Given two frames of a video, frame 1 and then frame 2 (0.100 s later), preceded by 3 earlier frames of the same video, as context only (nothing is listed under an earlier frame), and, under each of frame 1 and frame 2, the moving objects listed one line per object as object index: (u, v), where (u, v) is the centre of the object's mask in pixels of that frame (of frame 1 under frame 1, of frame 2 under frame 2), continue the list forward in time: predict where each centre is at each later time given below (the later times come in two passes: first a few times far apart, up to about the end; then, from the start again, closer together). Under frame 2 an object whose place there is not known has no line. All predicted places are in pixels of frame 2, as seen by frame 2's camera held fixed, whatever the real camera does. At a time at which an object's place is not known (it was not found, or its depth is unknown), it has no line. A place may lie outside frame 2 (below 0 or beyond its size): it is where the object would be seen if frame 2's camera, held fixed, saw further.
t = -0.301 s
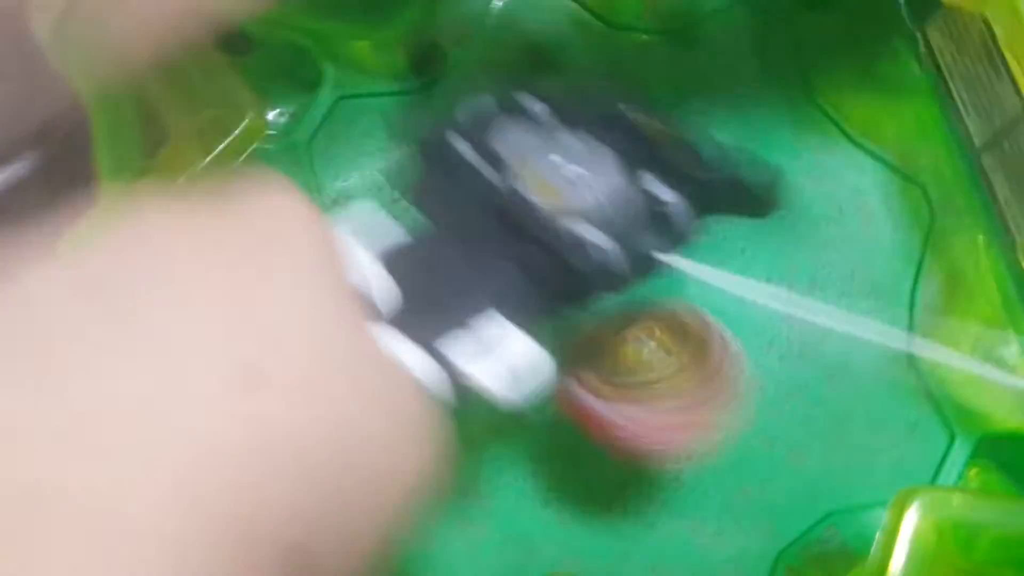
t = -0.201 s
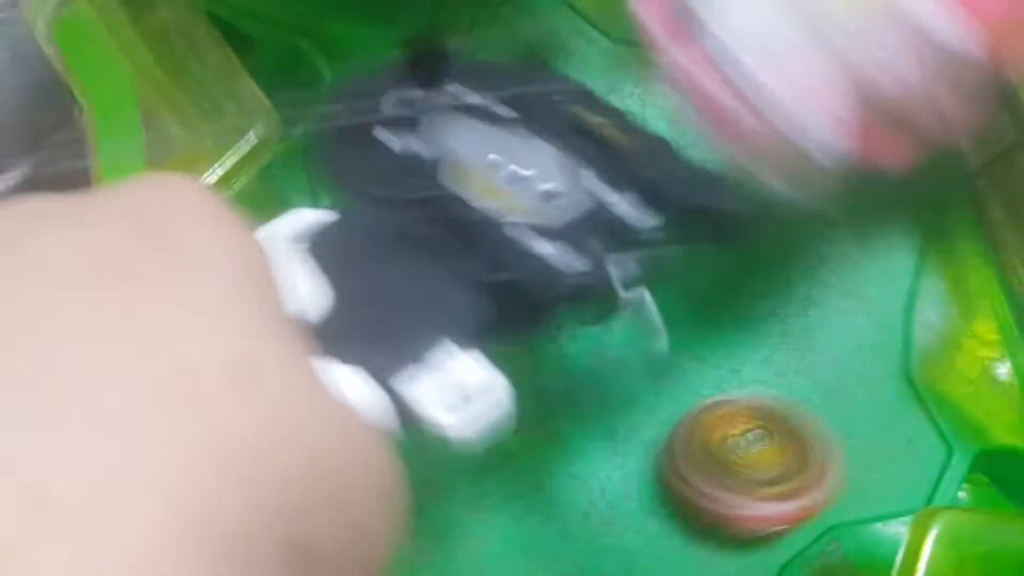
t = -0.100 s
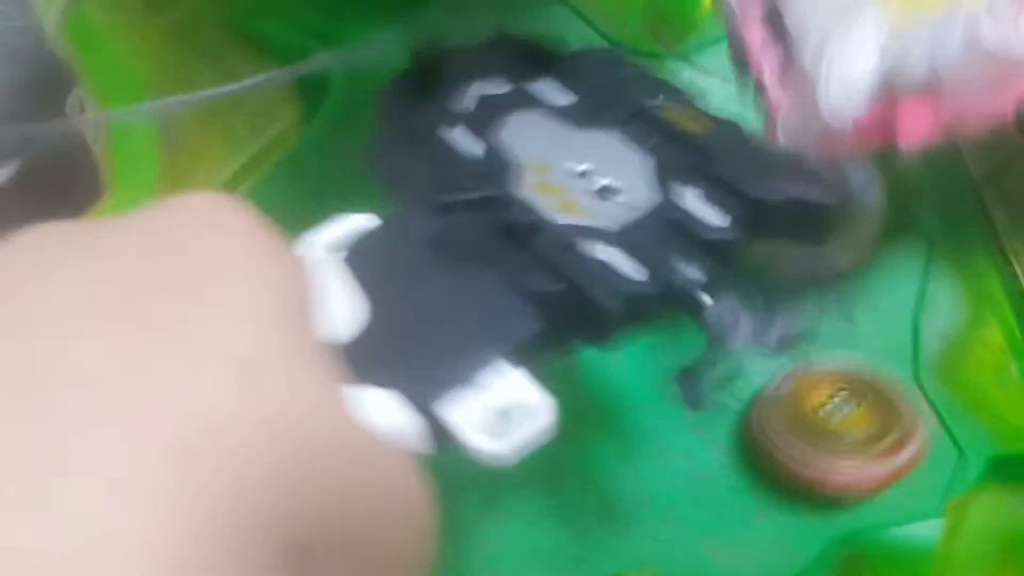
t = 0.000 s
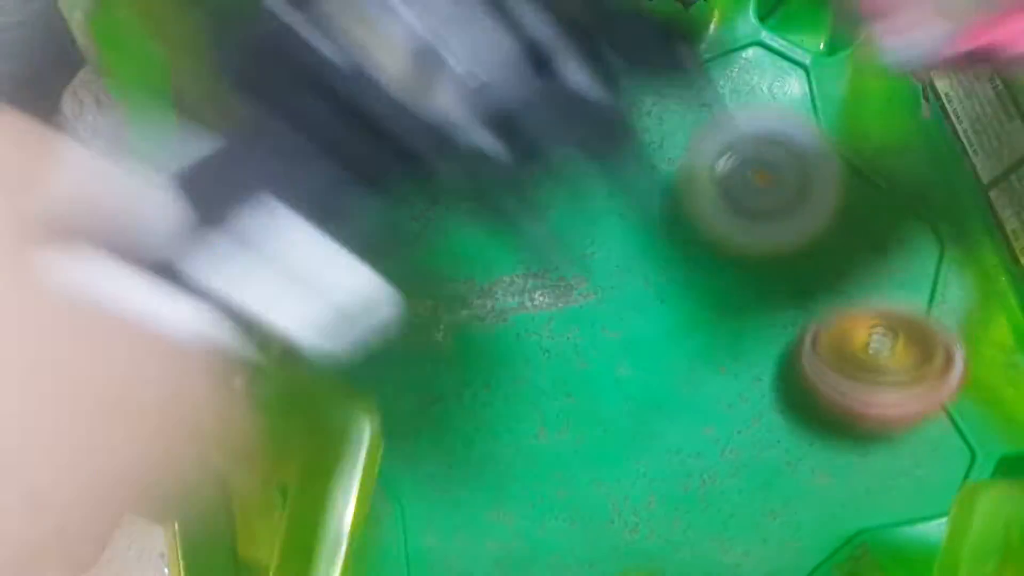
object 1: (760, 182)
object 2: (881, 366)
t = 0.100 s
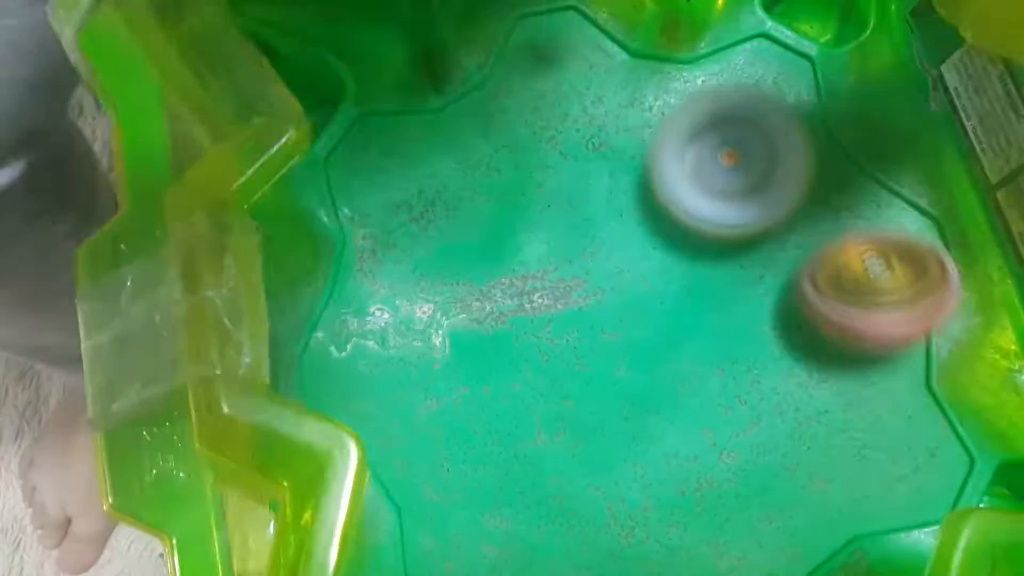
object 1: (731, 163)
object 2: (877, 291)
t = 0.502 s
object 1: (500, 376)
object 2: (884, 229)
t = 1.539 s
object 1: (703, 142)
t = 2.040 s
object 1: (543, 398)
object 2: (770, 268)
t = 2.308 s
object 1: (752, 475)
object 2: (793, 195)
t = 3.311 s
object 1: (666, 465)
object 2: (521, 235)
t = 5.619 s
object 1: (634, 236)
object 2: (757, 372)
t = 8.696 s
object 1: (771, 202)
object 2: (440, 348)
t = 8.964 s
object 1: (675, 227)
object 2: (666, 410)
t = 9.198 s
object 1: (617, 301)
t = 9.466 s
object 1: (598, 260)
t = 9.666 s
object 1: (566, 245)
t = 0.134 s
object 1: (717, 163)
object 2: (868, 272)
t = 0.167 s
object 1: (703, 168)
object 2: (853, 258)
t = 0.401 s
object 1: (613, 273)
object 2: (778, 234)
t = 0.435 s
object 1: (574, 305)
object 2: (807, 233)
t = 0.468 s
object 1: (532, 341)
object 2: (850, 229)
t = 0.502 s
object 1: (500, 376)
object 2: (884, 229)
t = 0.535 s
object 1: (474, 415)
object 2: (914, 231)
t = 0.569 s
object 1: (461, 448)
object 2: (929, 231)
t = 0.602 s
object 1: (458, 483)
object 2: (912, 233)
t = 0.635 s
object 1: (464, 504)
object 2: (889, 236)
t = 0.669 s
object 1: (479, 519)
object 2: (861, 240)
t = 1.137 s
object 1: (755, 283)
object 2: (441, 301)
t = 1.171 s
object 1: (730, 261)
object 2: (453, 288)
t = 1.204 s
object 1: (701, 242)
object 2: (472, 275)
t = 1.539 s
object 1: (703, 142)
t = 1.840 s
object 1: (544, 208)
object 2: (678, 355)
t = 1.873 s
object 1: (527, 230)
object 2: (695, 348)
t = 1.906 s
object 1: (512, 258)
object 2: (711, 337)
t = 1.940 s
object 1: (505, 292)
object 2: (728, 322)
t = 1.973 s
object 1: (510, 327)
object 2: (742, 306)
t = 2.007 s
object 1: (523, 363)
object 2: (756, 287)
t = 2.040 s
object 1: (543, 398)
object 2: (770, 268)
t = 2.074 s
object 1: (567, 428)
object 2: (781, 249)
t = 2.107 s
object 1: (594, 453)
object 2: (792, 230)
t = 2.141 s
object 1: (624, 475)
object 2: (800, 214)
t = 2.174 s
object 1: (654, 490)
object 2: (805, 201)
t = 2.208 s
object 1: (681, 496)
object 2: (806, 192)
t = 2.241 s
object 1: (706, 497)
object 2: (805, 189)
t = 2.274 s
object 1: (730, 492)
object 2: (801, 190)
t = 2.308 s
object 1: (752, 475)
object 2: (793, 195)
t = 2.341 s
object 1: (772, 454)
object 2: (784, 203)
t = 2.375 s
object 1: (788, 429)
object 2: (772, 210)
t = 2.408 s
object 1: (800, 402)
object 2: (757, 219)
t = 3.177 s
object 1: (644, 355)
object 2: (551, 219)
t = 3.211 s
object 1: (648, 380)
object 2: (547, 225)
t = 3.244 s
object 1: (653, 409)
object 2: (538, 227)
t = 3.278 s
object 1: (659, 437)
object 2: (529, 230)
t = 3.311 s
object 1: (666, 465)
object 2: (521, 235)
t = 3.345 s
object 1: (672, 491)
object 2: (515, 245)
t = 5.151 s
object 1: (510, 255)
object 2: (730, 426)
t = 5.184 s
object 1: (511, 268)
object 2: (751, 423)
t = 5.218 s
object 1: (516, 277)
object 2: (769, 419)
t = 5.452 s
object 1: (603, 264)
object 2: (801, 402)
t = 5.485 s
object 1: (612, 258)
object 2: (794, 397)
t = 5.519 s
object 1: (618, 253)
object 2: (784, 392)
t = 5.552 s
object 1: (625, 247)
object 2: (774, 386)
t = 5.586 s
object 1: (632, 241)
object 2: (766, 380)
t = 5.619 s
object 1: (634, 236)
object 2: (757, 372)
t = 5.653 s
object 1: (637, 231)
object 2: (748, 365)
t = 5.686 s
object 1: (637, 225)
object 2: (741, 357)
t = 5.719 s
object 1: (636, 219)
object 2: (739, 349)
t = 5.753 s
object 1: (632, 214)
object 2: (739, 340)
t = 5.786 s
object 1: (627, 211)
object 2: (740, 330)
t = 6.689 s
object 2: (673, 208)
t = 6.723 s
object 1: (607, 393)
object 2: (639, 212)
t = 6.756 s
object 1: (615, 406)
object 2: (606, 214)
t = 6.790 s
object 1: (625, 415)
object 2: (576, 217)
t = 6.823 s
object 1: (632, 421)
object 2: (548, 222)
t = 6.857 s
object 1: (635, 425)
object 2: (524, 229)
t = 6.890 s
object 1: (634, 427)
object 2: (504, 236)
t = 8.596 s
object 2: (356, 357)
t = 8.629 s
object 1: (785, 214)
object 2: (380, 356)
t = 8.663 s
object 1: (780, 207)
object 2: (410, 352)
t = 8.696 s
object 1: (771, 202)
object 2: (440, 348)
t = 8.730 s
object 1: (759, 197)
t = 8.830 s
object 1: (718, 194)
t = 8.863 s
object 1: (704, 198)
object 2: (597, 361)
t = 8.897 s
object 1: (692, 205)
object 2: (624, 374)
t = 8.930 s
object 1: (683, 215)
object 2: (647, 390)
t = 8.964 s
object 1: (675, 227)
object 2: (666, 410)
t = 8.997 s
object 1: (667, 238)
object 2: (685, 434)
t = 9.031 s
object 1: (659, 252)
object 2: (709, 461)
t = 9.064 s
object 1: (650, 264)
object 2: (727, 493)
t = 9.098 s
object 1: (642, 274)
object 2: (733, 511)
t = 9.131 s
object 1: (634, 282)
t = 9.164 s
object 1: (626, 292)
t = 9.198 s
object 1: (617, 301)
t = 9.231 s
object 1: (608, 313)
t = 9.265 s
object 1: (602, 321)
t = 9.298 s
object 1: (597, 330)
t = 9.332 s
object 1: (594, 341)
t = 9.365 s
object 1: (593, 347)
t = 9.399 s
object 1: (595, 321)
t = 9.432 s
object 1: (596, 289)
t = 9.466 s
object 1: (598, 260)
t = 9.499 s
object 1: (596, 241)
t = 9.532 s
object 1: (592, 230)
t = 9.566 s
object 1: (588, 228)
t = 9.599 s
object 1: (581, 231)
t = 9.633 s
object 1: (574, 236)
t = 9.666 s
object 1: (566, 245)
